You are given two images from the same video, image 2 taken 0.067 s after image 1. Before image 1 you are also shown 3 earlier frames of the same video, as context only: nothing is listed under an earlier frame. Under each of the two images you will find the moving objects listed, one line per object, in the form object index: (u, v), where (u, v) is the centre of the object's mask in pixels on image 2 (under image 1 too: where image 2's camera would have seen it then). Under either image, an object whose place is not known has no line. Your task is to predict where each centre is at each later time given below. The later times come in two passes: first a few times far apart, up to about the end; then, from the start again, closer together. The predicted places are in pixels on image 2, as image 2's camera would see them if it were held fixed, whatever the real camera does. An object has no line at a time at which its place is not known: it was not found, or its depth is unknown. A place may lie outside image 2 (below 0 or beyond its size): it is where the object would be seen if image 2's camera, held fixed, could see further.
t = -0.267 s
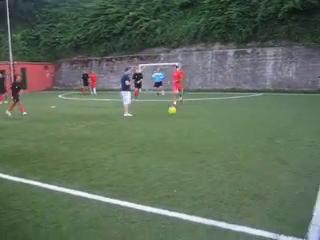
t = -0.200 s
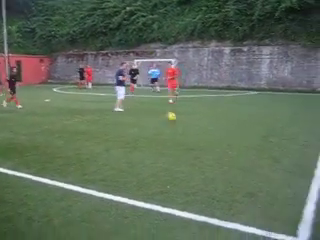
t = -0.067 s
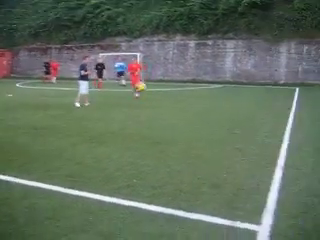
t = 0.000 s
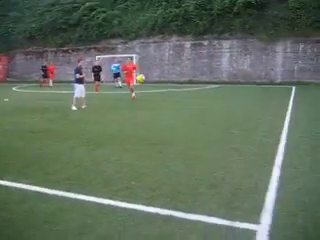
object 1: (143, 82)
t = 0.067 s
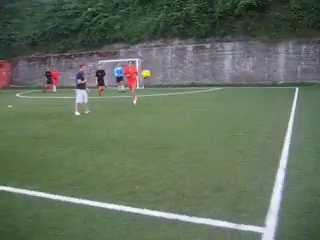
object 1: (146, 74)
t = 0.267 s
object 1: (153, 56)
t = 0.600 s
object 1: (171, 66)
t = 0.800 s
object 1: (185, 101)
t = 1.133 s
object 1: (216, 117)
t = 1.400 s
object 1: (252, 104)
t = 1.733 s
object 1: (329, 180)
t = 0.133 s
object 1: (148, 66)
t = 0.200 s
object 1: (151, 61)
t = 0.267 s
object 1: (153, 56)
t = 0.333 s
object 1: (156, 54)
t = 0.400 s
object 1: (160, 54)
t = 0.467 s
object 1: (164, 56)
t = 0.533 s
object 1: (167, 60)
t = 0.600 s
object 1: (171, 66)
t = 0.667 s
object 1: (175, 75)
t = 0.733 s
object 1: (180, 87)
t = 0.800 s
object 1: (185, 101)
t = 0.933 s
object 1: (197, 142)
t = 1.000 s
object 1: (203, 138)
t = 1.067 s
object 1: (209, 127)
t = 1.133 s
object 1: (216, 117)
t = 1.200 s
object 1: (224, 110)
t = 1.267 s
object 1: (232, 105)
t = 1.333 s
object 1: (241, 102)
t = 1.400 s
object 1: (252, 104)
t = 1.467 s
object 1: (263, 108)
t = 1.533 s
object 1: (275, 117)
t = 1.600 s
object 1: (291, 133)
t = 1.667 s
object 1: (309, 153)
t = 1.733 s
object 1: (329, 180)
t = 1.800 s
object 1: (350, 215)
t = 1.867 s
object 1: (371, 206)
